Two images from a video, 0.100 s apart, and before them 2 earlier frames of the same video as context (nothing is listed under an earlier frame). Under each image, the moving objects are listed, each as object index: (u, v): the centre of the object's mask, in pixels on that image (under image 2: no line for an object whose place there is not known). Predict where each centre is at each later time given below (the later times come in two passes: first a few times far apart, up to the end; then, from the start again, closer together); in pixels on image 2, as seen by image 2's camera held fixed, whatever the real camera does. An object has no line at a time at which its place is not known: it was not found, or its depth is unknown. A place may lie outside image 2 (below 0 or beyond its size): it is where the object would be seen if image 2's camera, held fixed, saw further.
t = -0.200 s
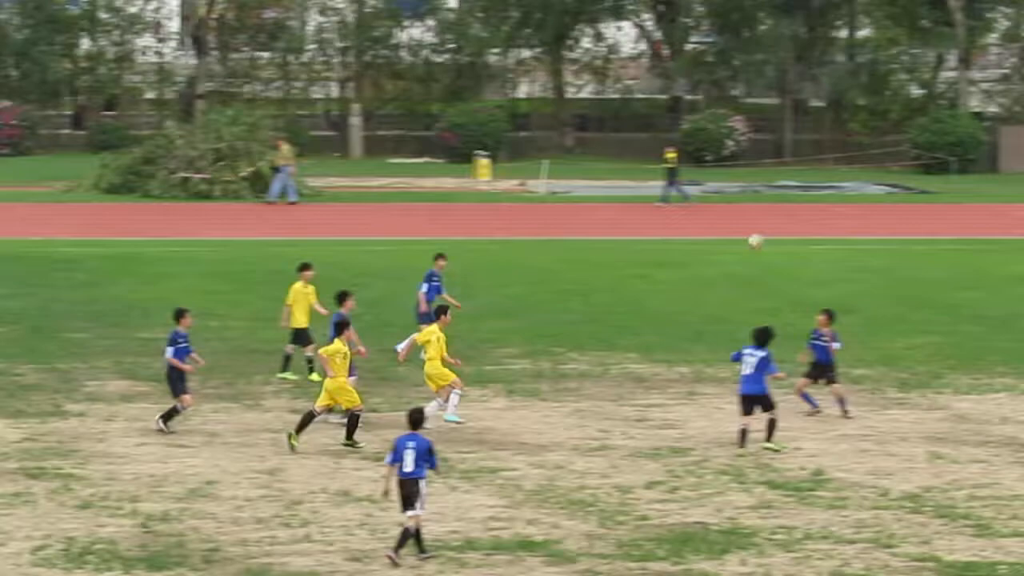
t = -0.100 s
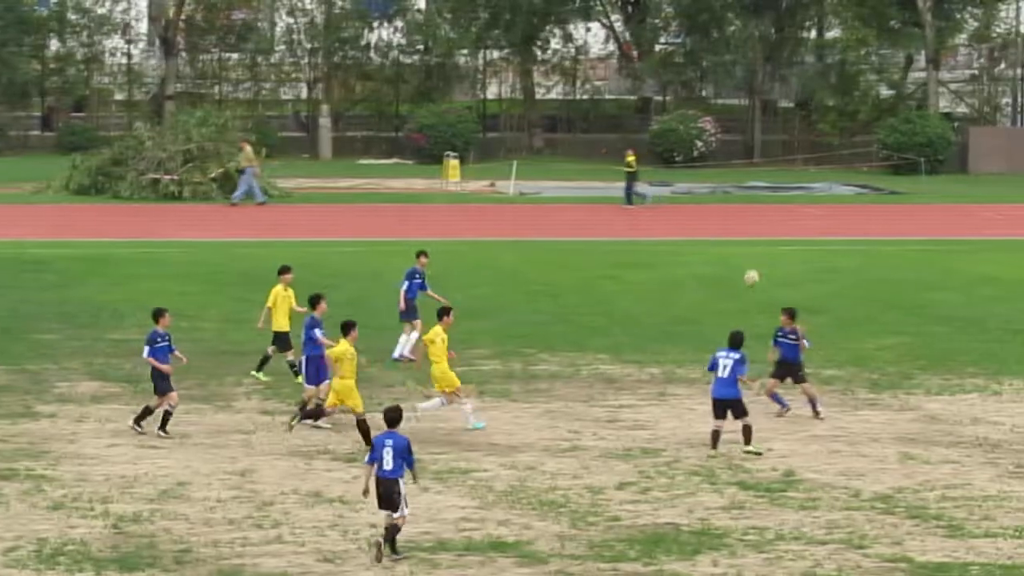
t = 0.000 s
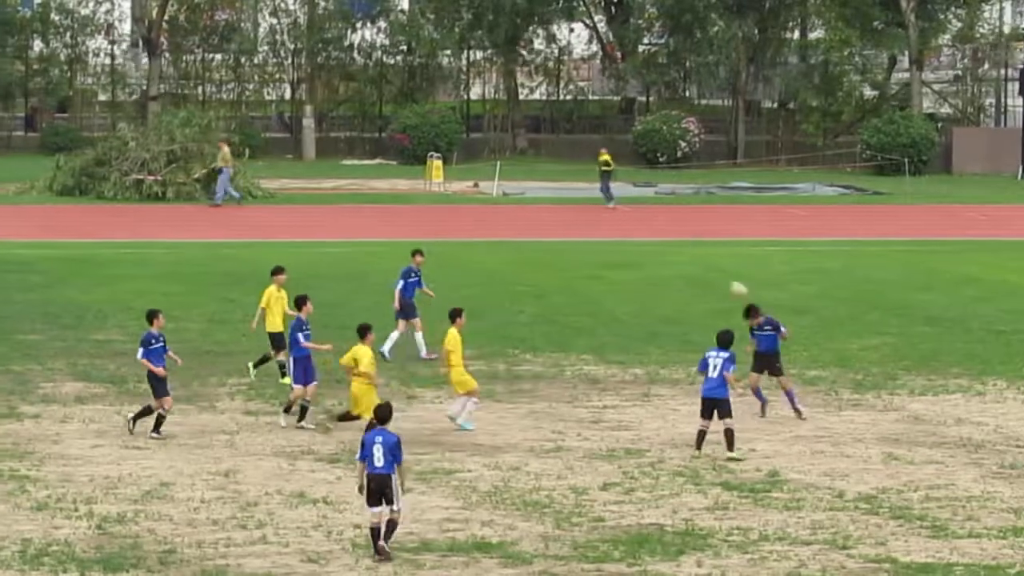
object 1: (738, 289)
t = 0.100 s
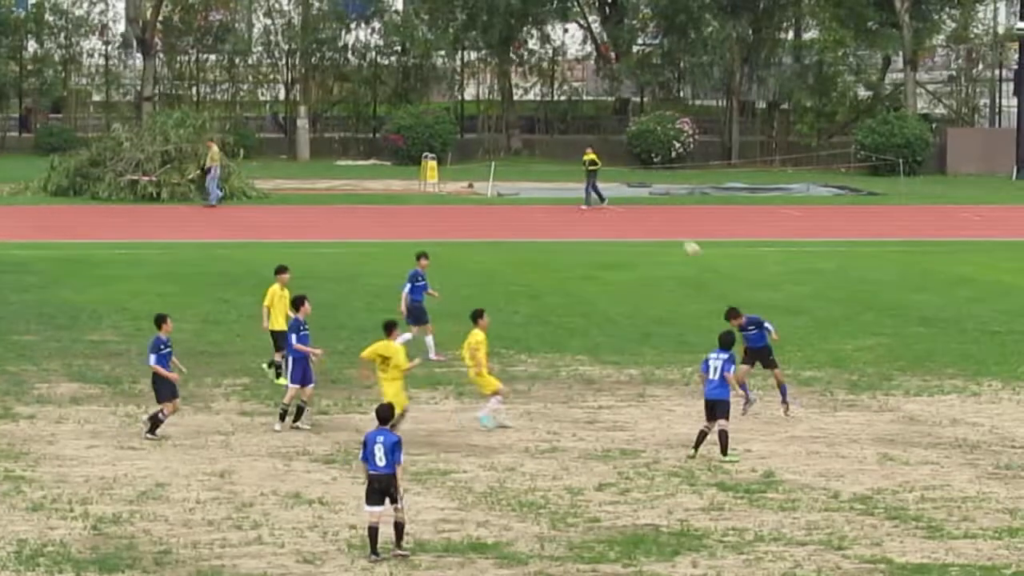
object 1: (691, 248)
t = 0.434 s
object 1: (554, 161)
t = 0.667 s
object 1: (456, 146)
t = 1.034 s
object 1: (294, 198)
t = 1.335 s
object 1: (154, 319)
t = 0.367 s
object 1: (582, 171)
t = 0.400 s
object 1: (568, 166)
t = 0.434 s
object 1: (554, 161)
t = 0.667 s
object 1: (456, 146)
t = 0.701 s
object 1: (441, 148)
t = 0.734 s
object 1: (427, 149)
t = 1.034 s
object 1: (294, 198)
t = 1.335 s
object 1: (154, 319)
